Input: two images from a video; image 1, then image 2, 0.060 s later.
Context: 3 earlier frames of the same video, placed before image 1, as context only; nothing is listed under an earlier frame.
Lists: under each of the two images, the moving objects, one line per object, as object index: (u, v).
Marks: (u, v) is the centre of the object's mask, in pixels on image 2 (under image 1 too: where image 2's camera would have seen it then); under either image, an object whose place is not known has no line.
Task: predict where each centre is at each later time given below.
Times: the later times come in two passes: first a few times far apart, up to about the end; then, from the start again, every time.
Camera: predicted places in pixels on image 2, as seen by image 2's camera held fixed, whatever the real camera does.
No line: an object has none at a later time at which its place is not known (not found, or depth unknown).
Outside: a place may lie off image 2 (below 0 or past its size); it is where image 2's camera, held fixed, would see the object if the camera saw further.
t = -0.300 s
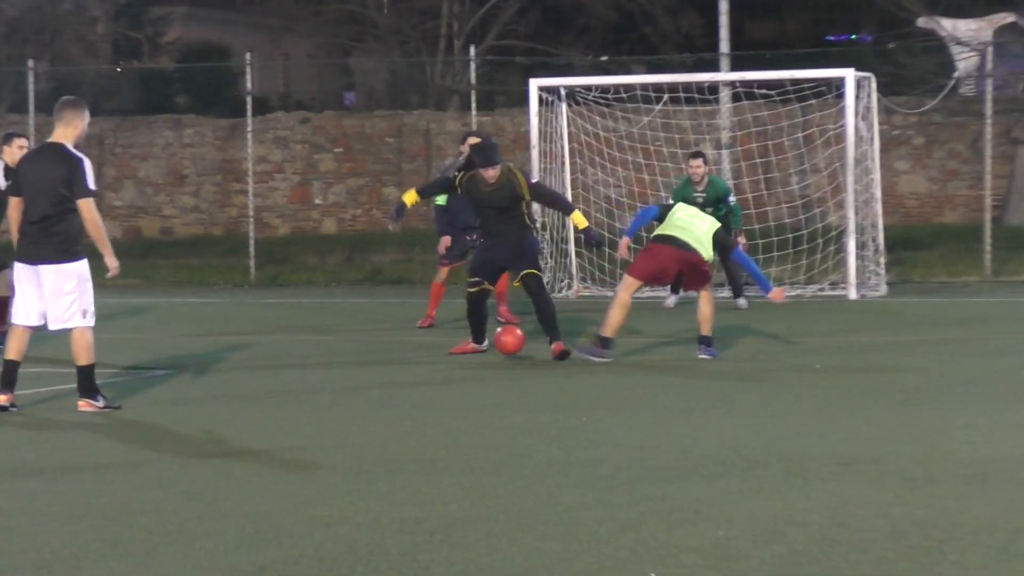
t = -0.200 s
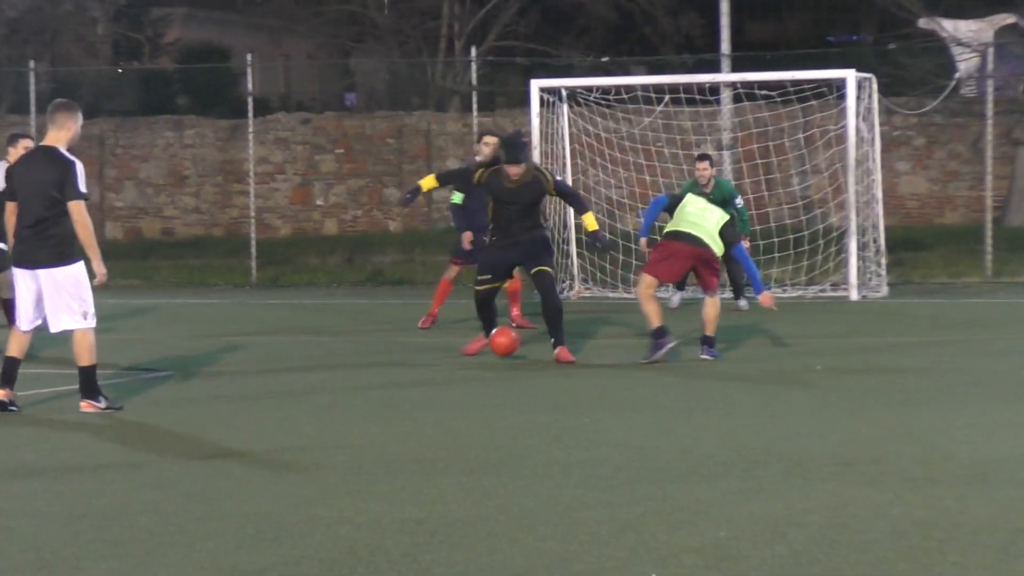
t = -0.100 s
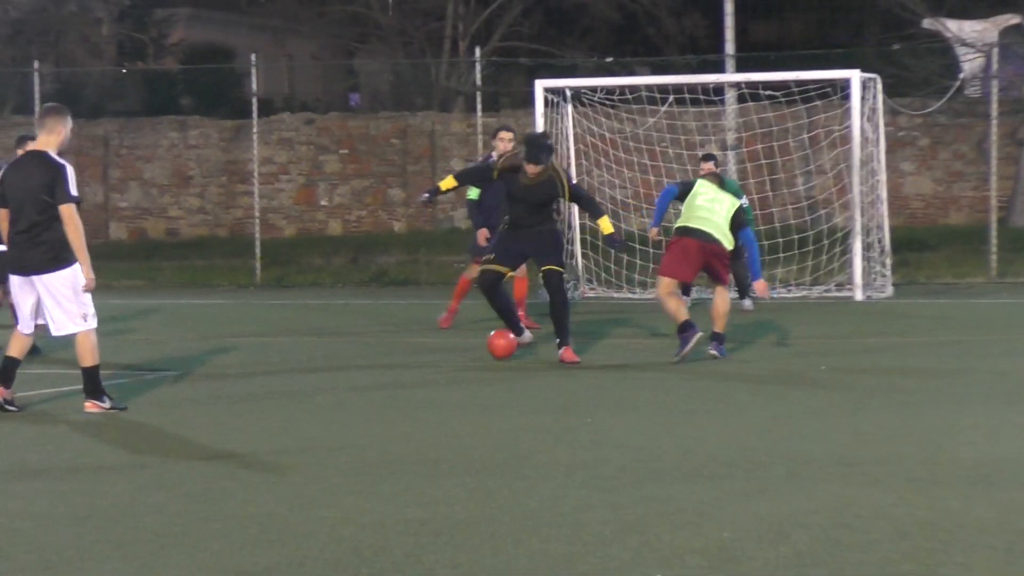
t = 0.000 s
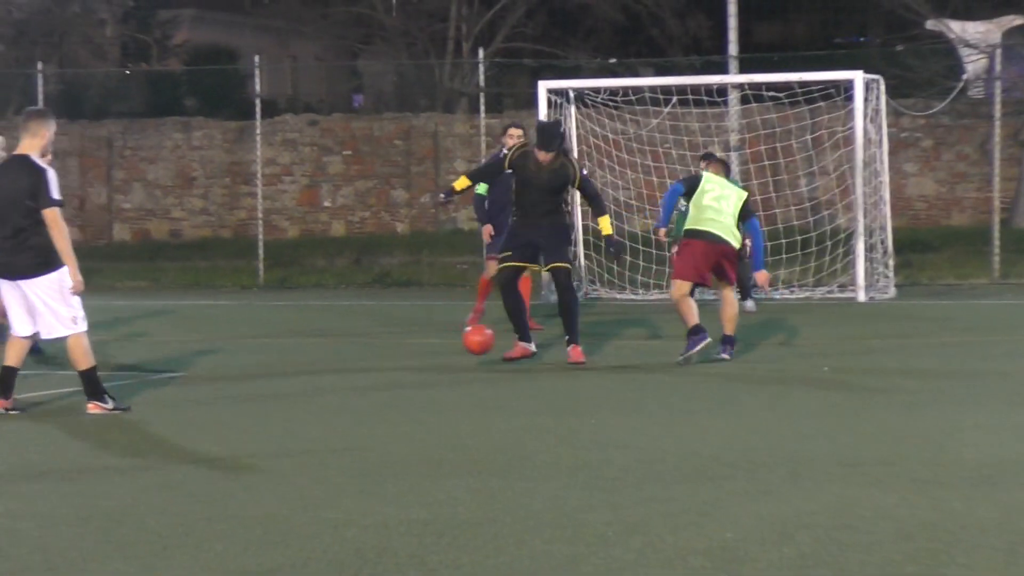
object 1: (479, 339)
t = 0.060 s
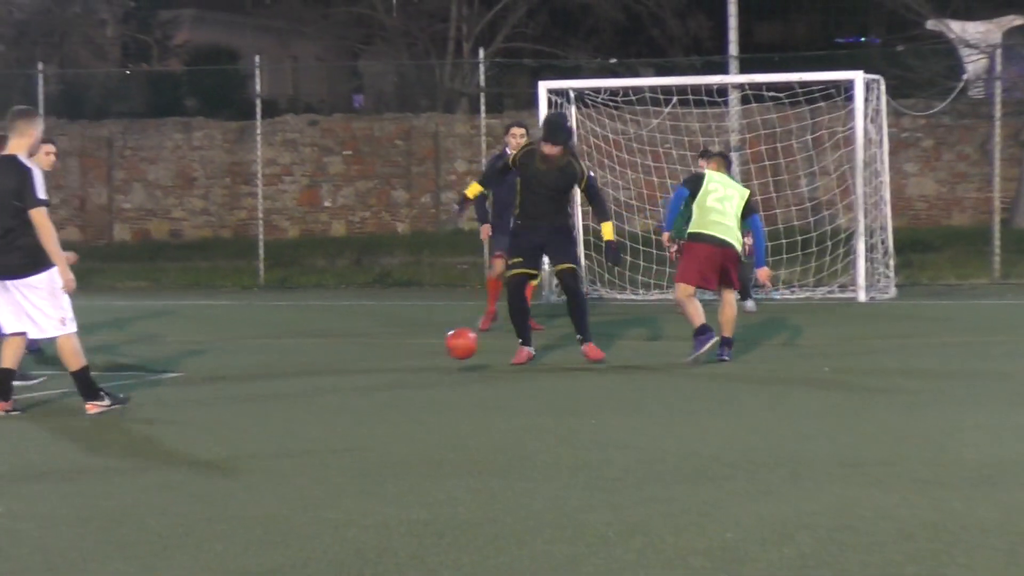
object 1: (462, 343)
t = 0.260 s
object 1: (399, 371)
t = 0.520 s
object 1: (320, 393)
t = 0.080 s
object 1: (455, 346)
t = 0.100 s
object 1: (449, 349)
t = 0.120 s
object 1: (443, 353)
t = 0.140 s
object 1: (437, 358)
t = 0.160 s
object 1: (430, 362)
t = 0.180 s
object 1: (424, 368)
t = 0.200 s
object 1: (418, 370)
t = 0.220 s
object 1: (412, 370)
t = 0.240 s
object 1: (405, 370)
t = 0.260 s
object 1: (399, 371)
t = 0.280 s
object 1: (393, 371)
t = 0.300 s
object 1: (387, 373)
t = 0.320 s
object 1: (381, 376)
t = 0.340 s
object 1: (374, 380)
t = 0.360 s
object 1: (368, 382)
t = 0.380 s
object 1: (362, 383)
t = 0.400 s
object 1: (357, 383)
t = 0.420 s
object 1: (351, 384)
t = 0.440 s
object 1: (345, 385)
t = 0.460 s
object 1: (338, 388)
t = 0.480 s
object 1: (332, 391)
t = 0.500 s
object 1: (326, 393)
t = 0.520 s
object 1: (320, 393)
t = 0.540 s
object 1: (314, 395)
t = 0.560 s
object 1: (307, 397)
